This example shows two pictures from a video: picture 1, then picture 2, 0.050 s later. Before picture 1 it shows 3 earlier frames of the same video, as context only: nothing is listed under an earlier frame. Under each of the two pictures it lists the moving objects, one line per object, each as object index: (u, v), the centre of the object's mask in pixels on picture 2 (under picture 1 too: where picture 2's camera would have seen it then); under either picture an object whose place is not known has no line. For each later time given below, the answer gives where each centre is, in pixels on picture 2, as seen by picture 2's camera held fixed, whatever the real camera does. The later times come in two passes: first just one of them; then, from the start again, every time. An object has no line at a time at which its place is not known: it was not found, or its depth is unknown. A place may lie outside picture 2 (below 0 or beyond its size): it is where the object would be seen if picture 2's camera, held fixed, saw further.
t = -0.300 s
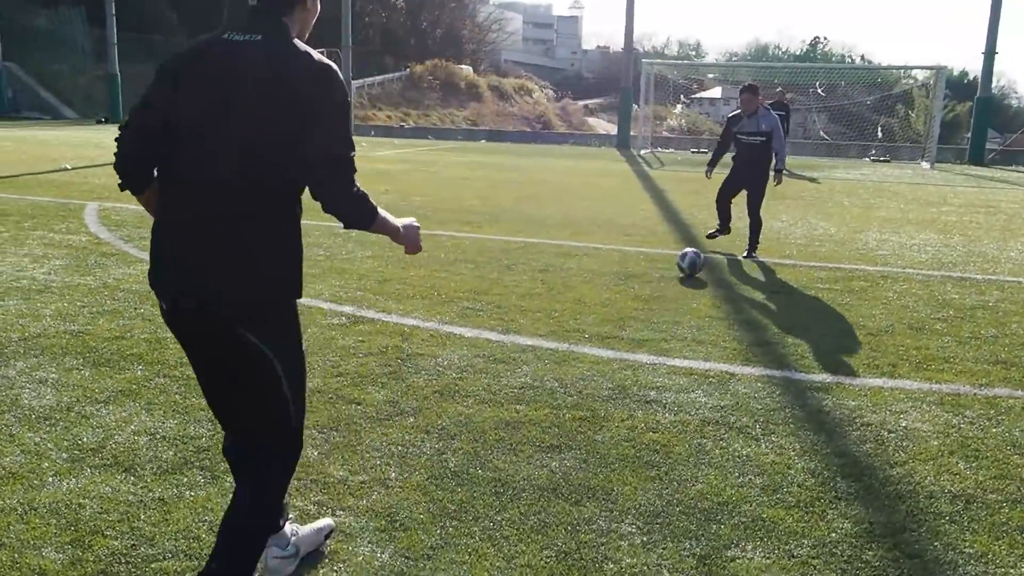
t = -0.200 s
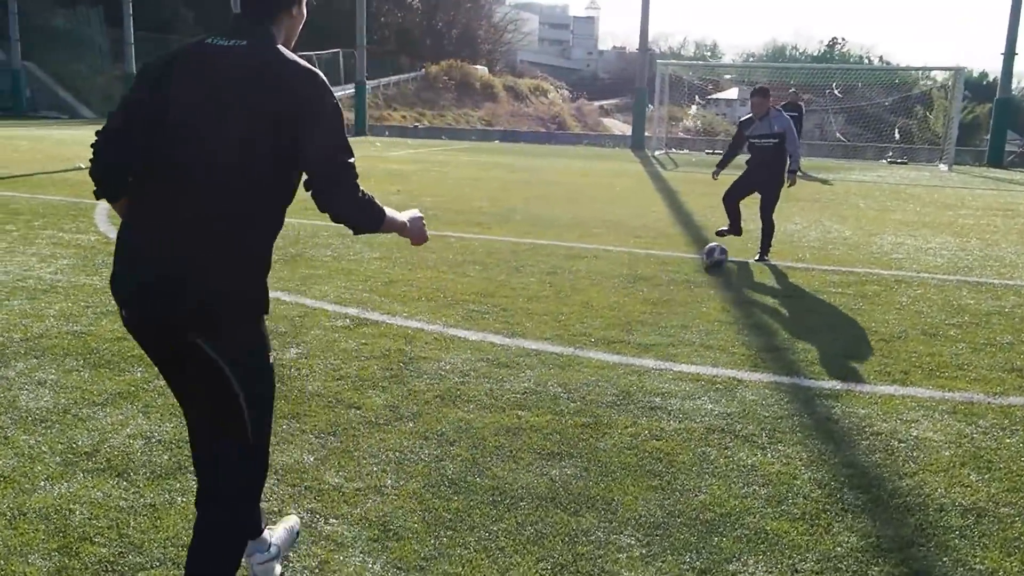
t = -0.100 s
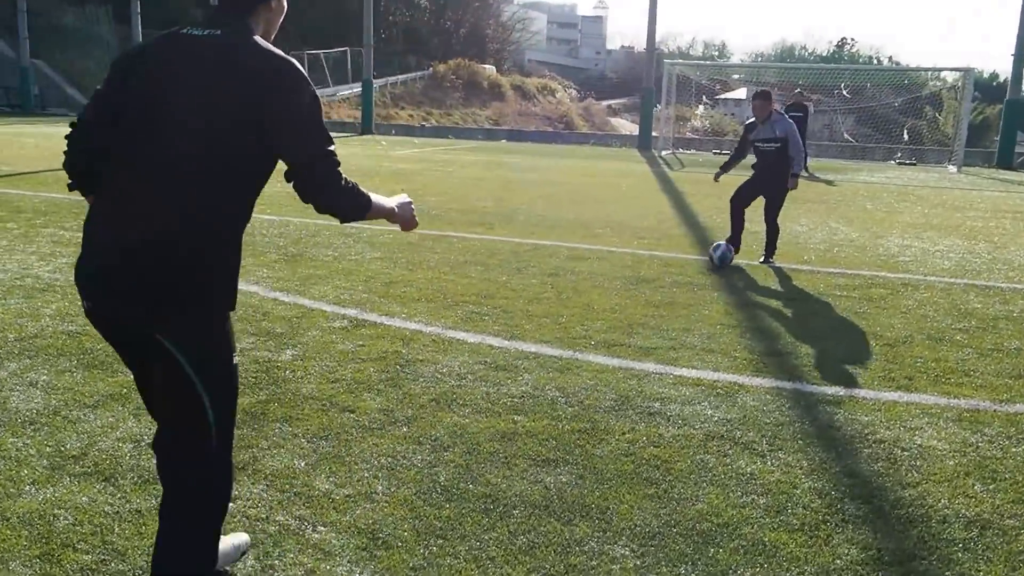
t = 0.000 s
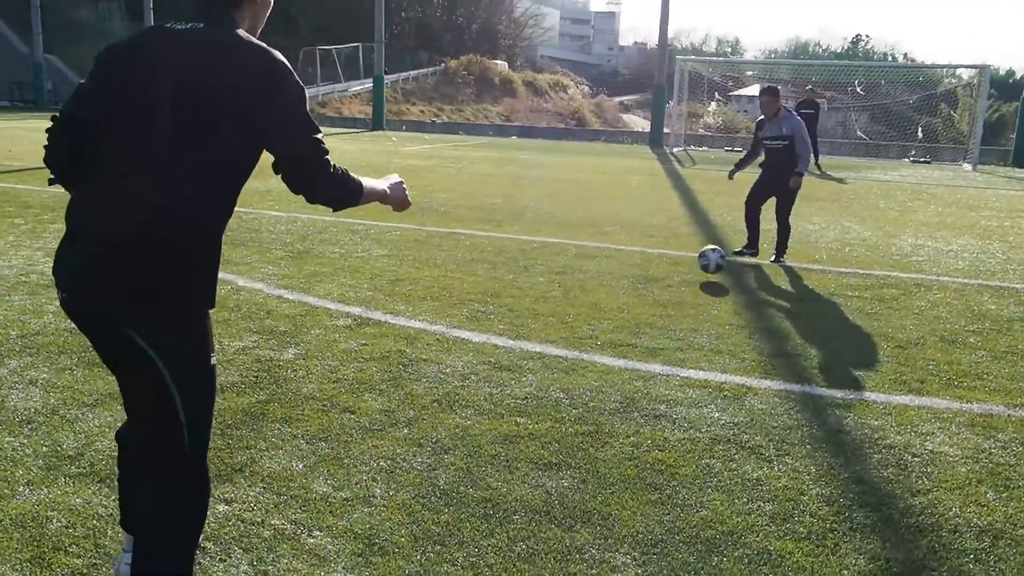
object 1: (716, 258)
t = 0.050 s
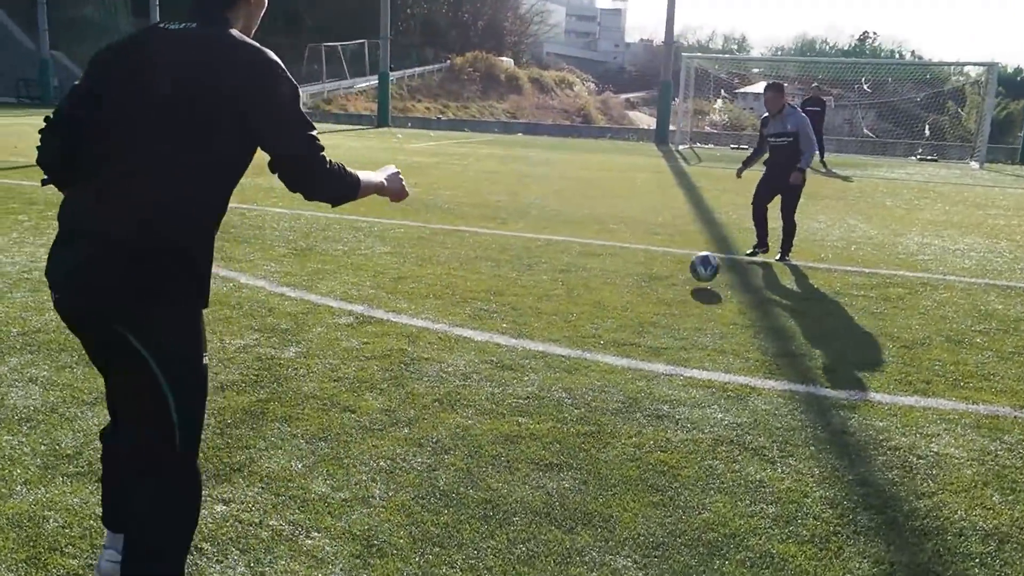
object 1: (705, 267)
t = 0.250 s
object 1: (658, 298)
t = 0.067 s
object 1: (700, 271)
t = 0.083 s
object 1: (696, 276)
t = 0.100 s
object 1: (691, 280)
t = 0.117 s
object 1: (688, 283)
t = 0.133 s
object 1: (684, 284)
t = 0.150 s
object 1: (681, 284)
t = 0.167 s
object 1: (677, 285)
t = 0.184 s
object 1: (674, 287)
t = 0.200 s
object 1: (669, 289)
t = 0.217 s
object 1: (666, 291)
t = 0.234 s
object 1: (662, 294)
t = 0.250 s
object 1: (658, 298)
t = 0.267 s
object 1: (653, 301)
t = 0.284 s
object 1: (648, 306)
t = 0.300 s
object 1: (643, 312)
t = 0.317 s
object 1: (639, 318)
